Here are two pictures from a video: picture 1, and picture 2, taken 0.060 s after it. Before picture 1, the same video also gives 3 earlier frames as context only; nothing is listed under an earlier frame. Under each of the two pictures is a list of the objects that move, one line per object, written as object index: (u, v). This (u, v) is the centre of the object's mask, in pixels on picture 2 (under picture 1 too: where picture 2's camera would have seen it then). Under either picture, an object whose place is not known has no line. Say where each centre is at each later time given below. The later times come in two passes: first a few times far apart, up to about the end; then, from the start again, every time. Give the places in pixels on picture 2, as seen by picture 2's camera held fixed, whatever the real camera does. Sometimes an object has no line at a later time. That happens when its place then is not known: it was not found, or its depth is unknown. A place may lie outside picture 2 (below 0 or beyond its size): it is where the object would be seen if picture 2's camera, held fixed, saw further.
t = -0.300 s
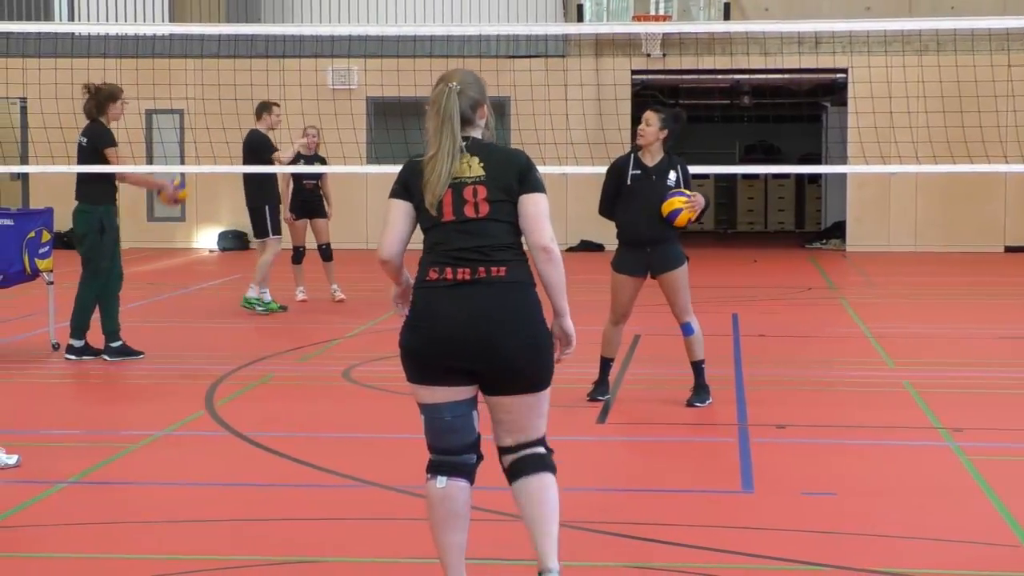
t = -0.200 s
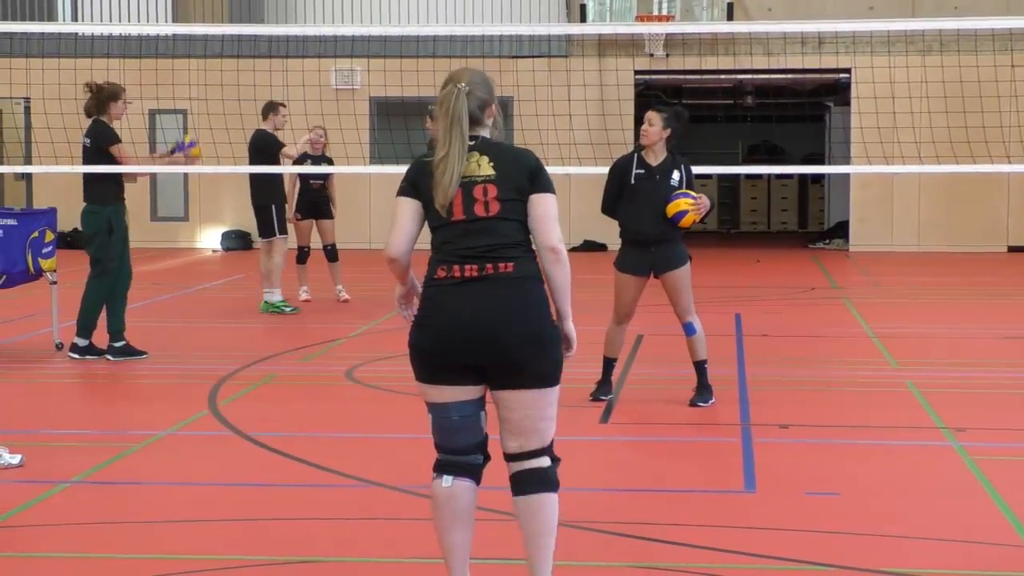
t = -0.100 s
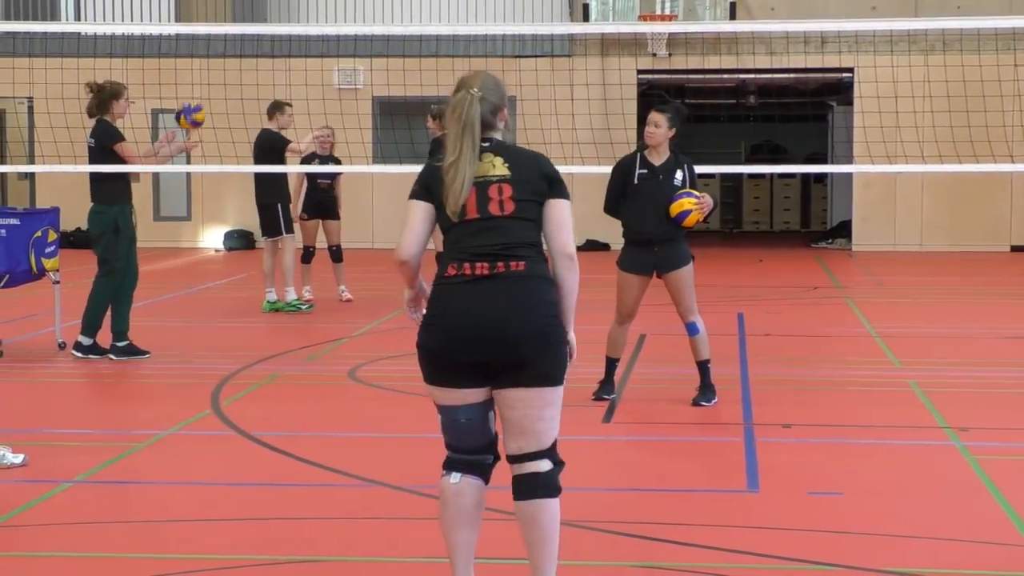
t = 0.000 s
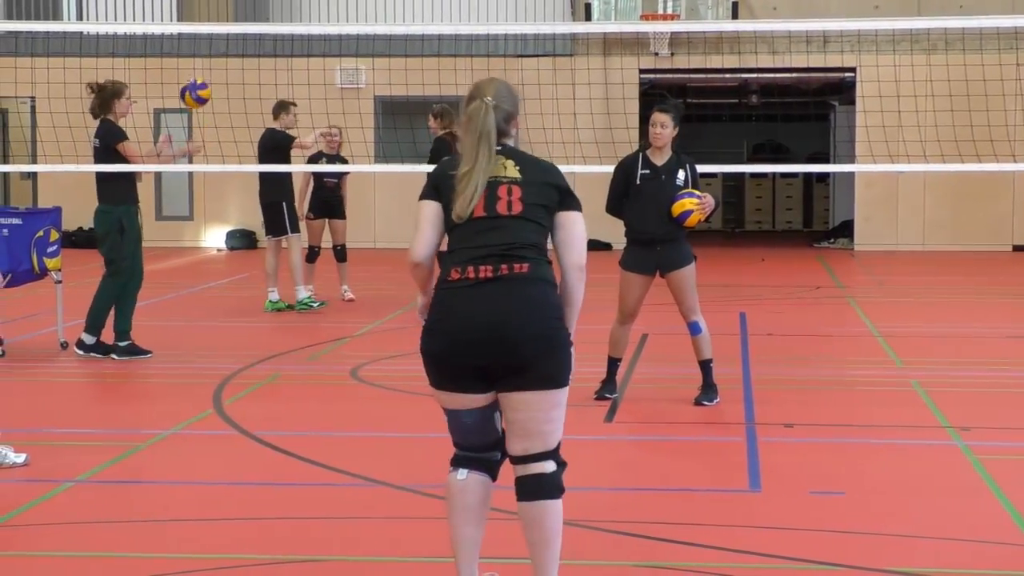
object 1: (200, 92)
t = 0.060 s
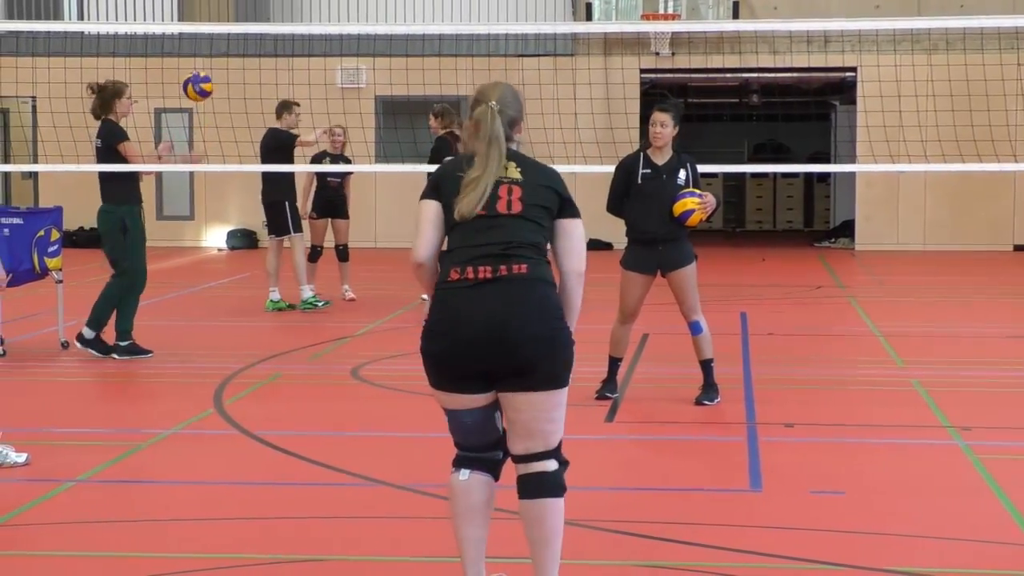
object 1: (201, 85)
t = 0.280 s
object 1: (210, 103)
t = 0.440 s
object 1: (215, 155)
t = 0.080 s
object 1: (202, 84)
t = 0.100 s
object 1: (204, 84)
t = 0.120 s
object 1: (203, 84)
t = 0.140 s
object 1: (204, 84)
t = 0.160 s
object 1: (205, 85)
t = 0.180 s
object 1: (205, 87)
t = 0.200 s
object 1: (206, 89)
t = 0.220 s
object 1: (207, 92)
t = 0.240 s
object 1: (209, 95)
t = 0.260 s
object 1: (209, 99)
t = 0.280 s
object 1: (210, 103)
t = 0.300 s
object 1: (210, 109)
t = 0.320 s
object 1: (211, 114)
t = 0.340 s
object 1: (211, 120)
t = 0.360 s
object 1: (212, 127)
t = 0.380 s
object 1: (213, 134)
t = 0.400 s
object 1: (214, 141)
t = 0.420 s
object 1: (215, 150)
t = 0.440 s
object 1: (215, 155)
